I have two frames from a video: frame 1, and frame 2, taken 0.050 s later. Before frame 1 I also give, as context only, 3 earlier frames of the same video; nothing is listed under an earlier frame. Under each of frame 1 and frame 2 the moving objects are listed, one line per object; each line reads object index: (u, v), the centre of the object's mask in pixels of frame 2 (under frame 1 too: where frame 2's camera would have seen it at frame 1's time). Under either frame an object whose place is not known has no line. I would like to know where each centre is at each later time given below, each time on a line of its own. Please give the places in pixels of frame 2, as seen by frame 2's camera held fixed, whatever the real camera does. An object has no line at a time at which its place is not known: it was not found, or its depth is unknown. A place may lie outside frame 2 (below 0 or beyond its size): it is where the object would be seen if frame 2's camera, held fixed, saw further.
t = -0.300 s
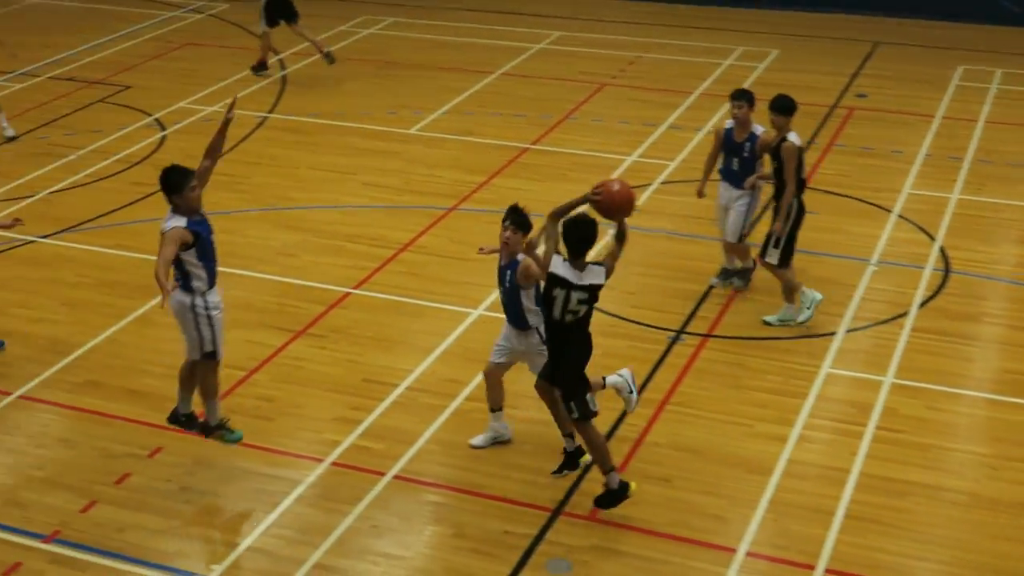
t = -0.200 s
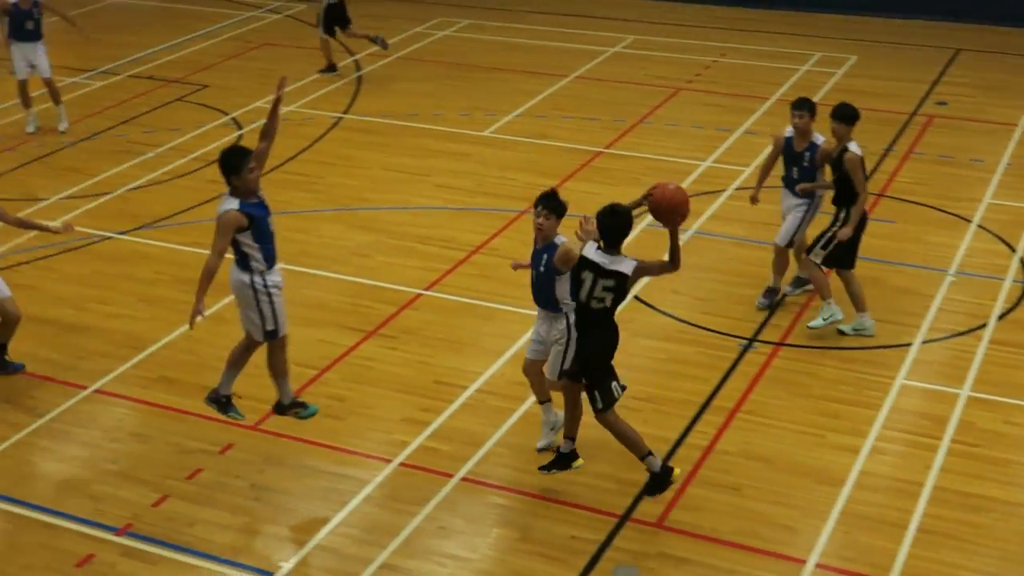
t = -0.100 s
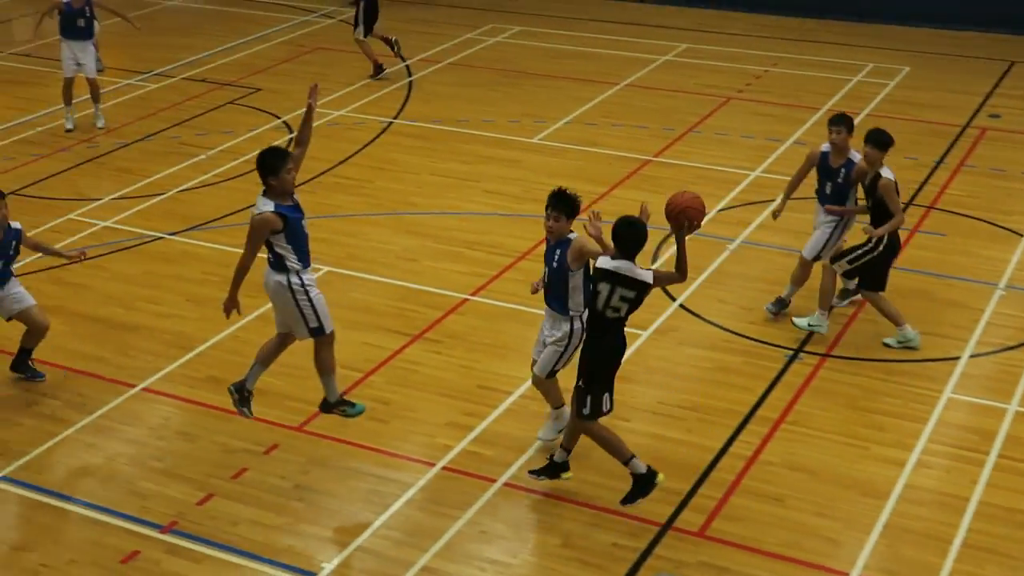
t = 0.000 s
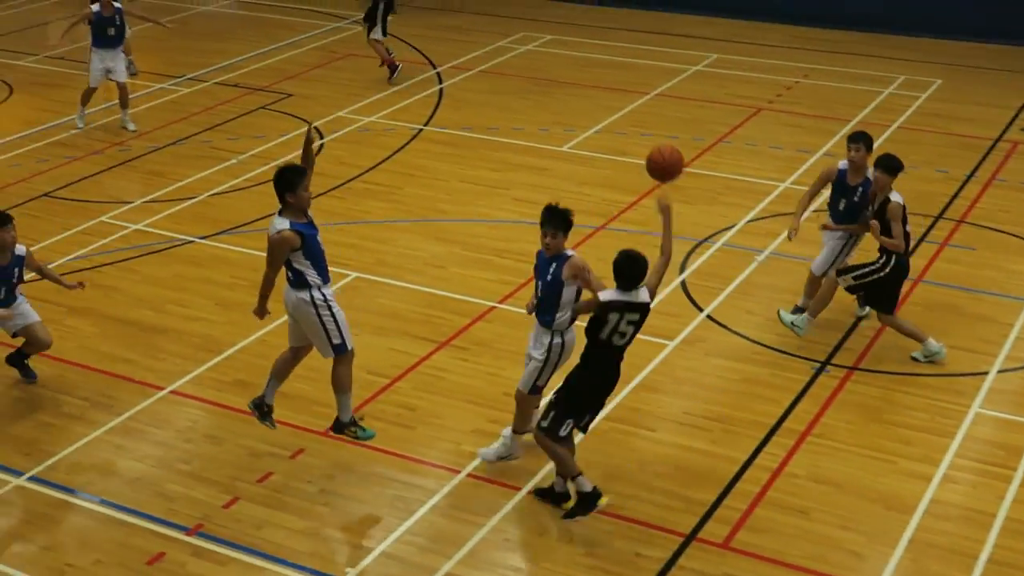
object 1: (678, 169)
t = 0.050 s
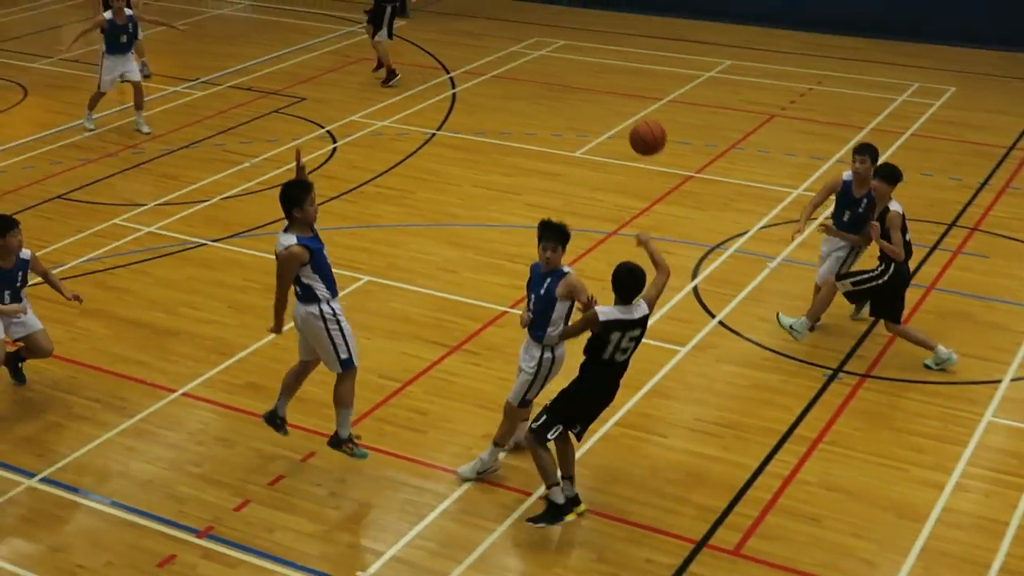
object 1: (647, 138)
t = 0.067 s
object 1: (638, 129)
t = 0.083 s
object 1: (629, 121)
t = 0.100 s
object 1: (621, 112)
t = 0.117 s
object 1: (611, 105)
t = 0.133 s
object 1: (603, 99)
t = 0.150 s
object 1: (595, 93)
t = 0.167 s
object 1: (587, 88)
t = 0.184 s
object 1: (579, 83)
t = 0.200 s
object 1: (572, 79)
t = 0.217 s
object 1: (564, 75)
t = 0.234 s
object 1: (557, 71)
